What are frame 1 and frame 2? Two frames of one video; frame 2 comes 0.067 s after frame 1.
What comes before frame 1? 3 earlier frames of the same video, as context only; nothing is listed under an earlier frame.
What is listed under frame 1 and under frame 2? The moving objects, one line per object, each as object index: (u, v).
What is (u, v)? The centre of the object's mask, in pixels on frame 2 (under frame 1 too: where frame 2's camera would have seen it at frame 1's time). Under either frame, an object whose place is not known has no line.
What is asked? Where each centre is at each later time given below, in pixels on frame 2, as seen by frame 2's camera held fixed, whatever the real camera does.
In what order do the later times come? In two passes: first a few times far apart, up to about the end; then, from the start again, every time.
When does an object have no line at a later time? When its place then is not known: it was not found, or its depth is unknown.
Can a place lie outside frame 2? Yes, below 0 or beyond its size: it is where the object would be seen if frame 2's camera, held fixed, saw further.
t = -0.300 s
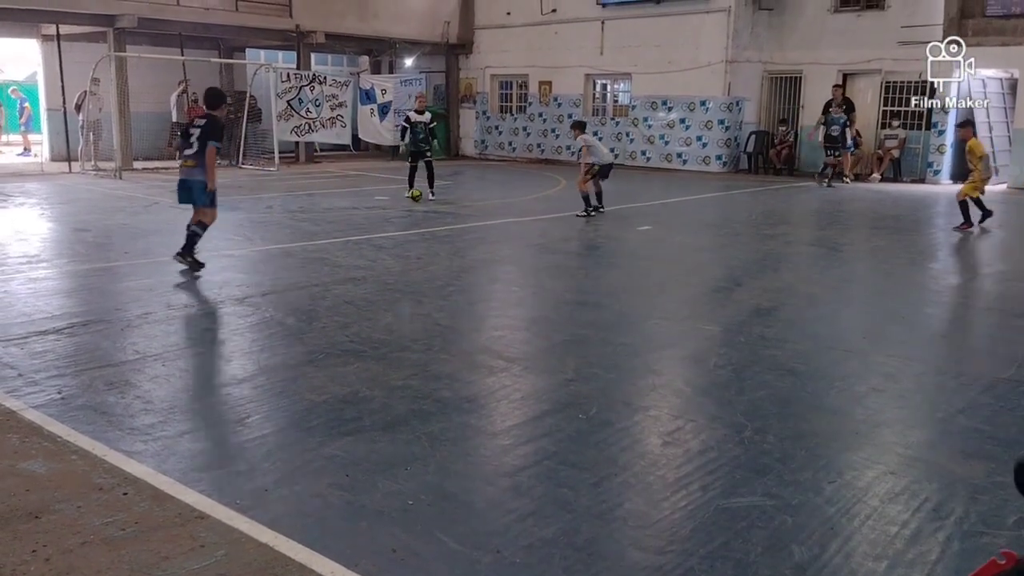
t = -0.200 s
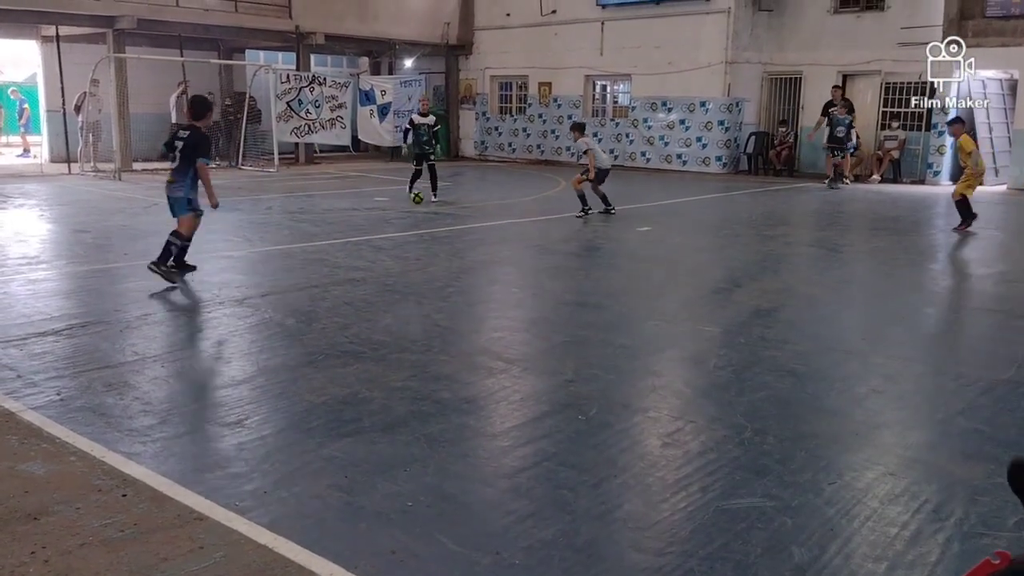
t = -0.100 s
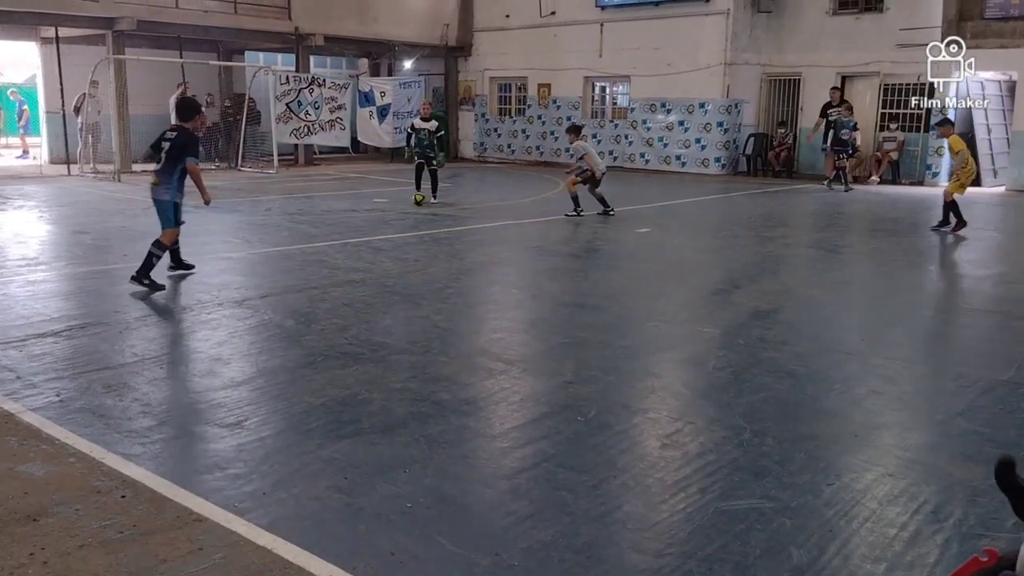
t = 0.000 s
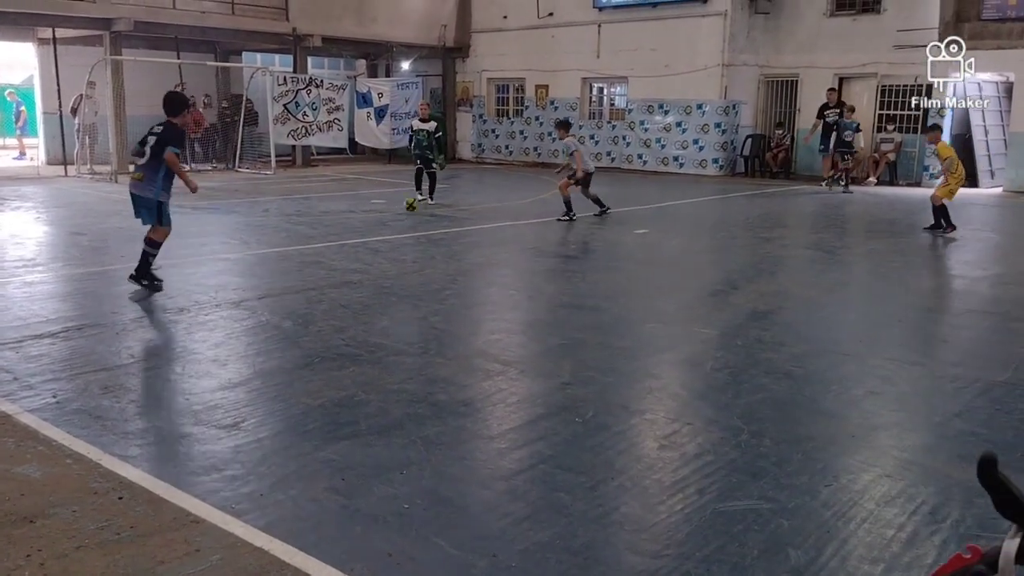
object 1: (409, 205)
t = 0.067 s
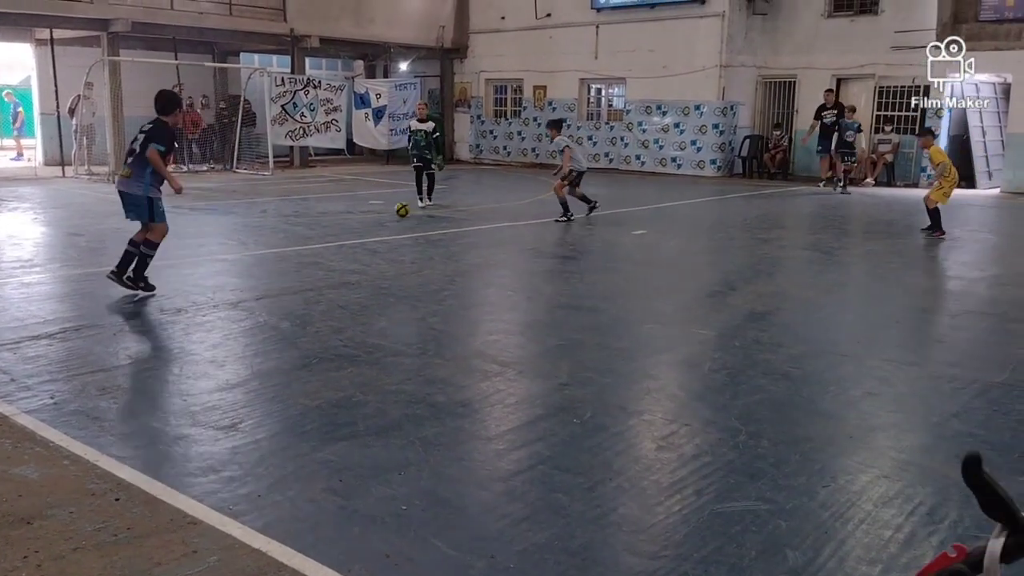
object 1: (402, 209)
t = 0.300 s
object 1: (375, 229)
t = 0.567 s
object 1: (337, 253)
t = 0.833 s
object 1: (294, 286)
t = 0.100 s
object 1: (399, 212)
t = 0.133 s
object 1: (395, 214)
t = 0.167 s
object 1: (391, 217)
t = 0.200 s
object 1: (387, 219)
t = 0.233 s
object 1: (383, 222)
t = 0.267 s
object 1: (379, 226)
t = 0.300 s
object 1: (375, 229)
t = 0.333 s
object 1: (370, 231)
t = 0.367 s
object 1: (366, 235)
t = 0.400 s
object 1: (361, 239)
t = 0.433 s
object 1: (356, 242)
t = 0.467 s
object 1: (352, 246)
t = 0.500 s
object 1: (347, 248)
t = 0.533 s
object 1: (342, 250)
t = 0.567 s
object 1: (337, 253)
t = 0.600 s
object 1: (332, 257)
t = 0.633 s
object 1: (327, 264)
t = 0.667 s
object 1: (321, 266)
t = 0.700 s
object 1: (316, 269)
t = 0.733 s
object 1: (312, 274)
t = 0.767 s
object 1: (306, 280)
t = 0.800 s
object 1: (300, 283)
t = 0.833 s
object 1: (294, 286)
